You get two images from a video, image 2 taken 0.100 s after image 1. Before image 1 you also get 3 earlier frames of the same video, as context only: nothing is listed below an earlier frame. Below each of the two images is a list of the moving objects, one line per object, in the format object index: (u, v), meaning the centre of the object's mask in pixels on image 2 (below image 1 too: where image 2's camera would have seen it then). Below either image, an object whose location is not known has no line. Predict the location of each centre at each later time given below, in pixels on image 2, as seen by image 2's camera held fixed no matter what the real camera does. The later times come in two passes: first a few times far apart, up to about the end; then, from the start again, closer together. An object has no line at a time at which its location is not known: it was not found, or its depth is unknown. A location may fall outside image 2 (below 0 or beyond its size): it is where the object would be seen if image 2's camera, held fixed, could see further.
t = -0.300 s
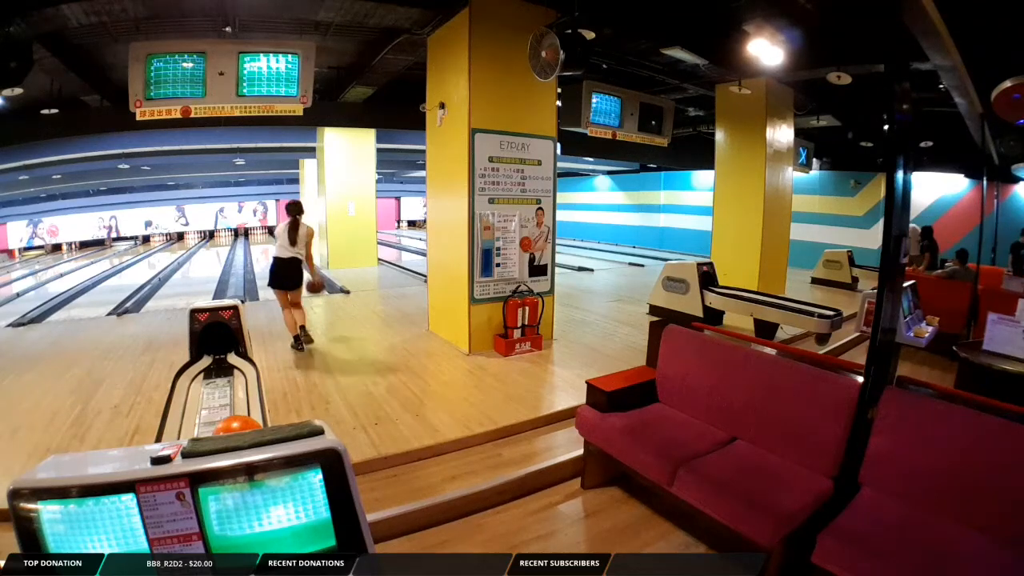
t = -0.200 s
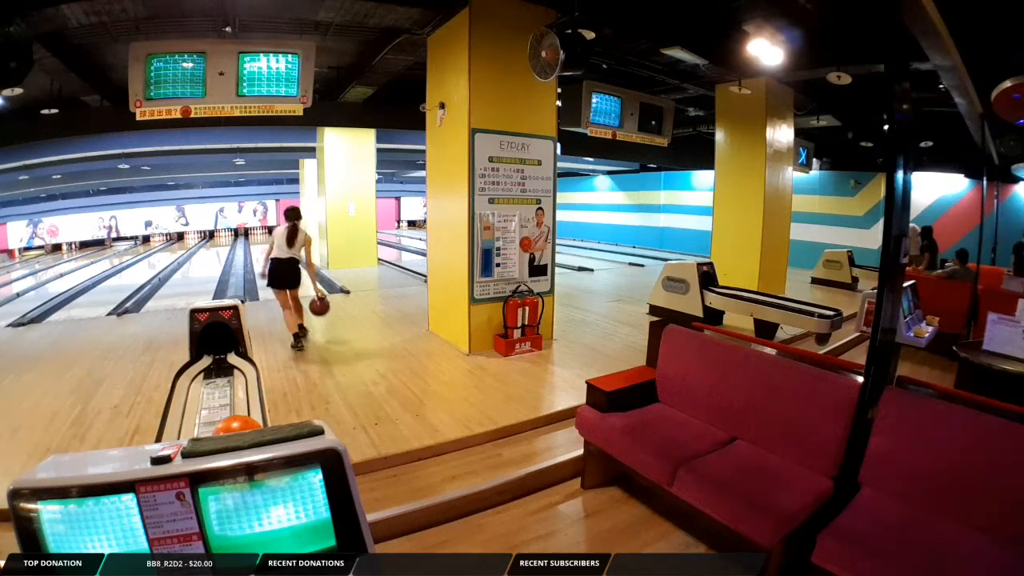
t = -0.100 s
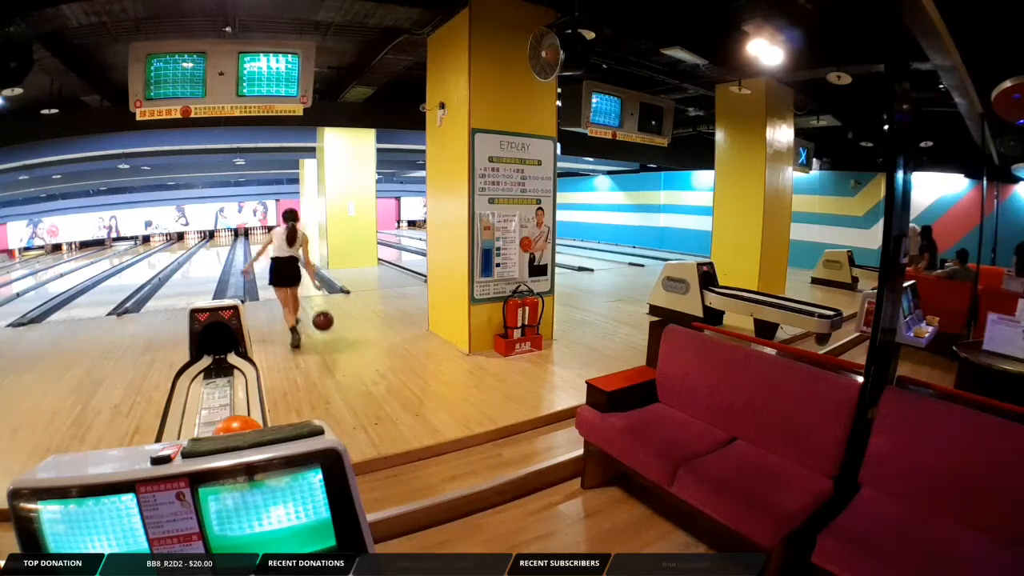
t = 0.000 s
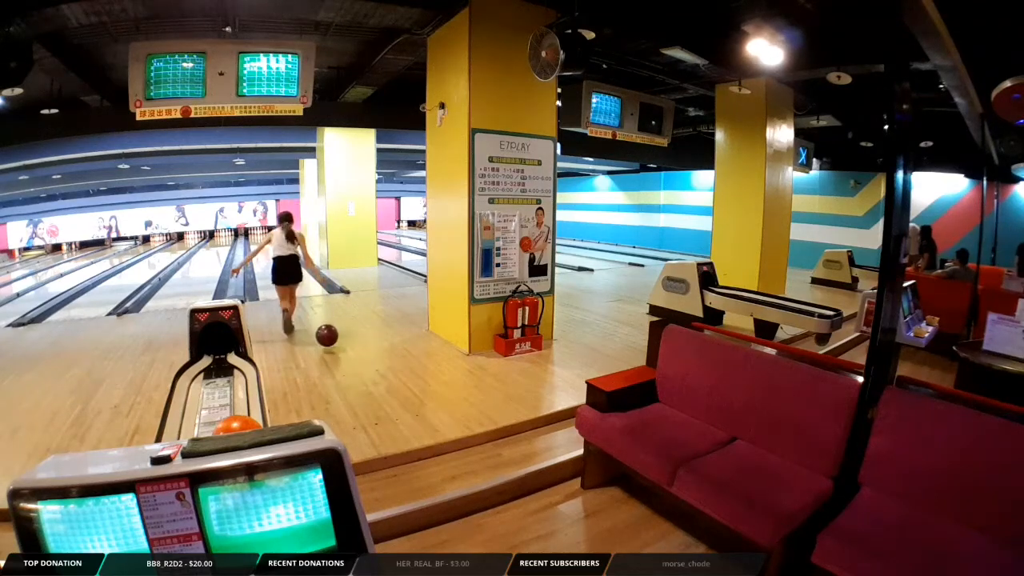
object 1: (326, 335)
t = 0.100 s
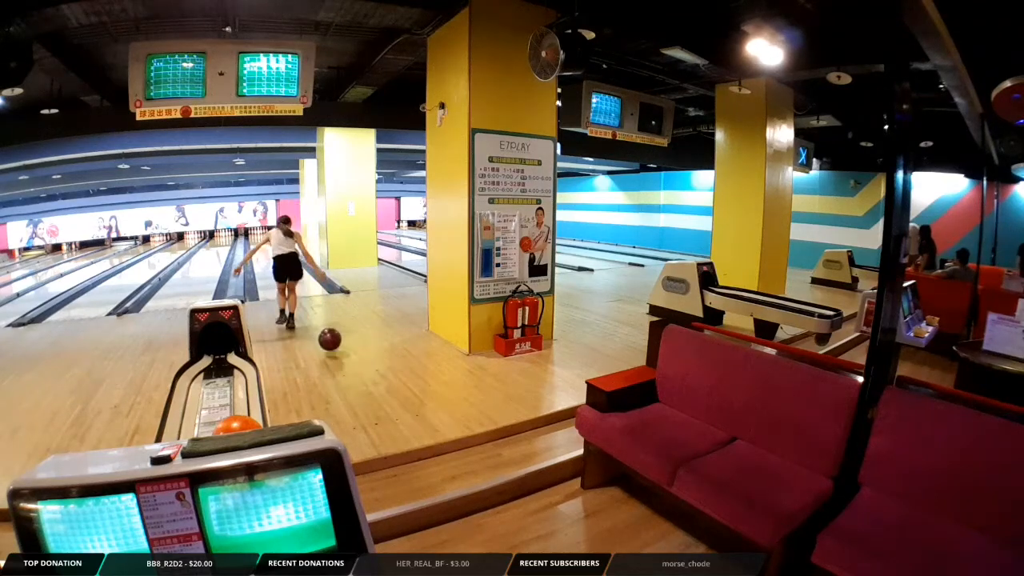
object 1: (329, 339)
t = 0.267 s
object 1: (335, 350)
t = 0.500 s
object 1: (343, 359)
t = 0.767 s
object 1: (354, 371)
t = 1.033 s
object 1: (366, 385)
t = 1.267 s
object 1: (380, 399)
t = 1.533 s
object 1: (398, 417)
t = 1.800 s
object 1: (421, 444)
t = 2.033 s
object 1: (445, 473)
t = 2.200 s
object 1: (465, 503)
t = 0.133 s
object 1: (331, 343)
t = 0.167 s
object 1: (332, 345)
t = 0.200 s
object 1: (333, 347)
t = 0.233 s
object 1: (334, 348)
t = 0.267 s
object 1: (335, 350)
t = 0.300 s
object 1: (336, 351)
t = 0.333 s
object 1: (337, 352)
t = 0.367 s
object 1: (338, 354)
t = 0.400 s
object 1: (339, 355)
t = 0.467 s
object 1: (341, 356)
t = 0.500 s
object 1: (343, 359)
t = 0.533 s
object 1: (344, 361)
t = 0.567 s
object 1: (346, 362)
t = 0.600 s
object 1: (347, 364)
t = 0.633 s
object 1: (348, 365)
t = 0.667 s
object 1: (350, 366)
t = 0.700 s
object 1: (351, 368)
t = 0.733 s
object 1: (352, 369)
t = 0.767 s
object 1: (354, 371)
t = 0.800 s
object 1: (355, 373)
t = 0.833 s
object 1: (357, 374)
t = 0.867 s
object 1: (358, 376)
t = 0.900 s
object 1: (360, 378)
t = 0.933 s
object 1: (361, 379)
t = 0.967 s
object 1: (363, 381)
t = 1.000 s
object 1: (365, 383)
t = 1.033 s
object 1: (366, 385)
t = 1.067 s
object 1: (368, 387)
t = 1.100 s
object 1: (370, 388)
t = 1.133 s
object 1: (372, 391)
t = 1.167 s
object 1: (374, 392)
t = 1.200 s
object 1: (376, 395)
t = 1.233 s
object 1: (378, 396)
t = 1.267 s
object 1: (380, 399)
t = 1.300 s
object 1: (382, 401)
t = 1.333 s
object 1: (384, 403)
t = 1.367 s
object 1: (386, 406)
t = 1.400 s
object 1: (388, 408)
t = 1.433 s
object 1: (391, 410)
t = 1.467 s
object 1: (393, 412)
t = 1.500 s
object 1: (395, 415)
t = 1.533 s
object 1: (398, 417)
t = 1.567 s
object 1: (400, 420)
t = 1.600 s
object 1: (403, 422)
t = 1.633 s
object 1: (406, 425)
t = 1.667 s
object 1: (408, 428)
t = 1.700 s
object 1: (411, 430)
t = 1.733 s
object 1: (414, 433)
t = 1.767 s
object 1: (417, 438)
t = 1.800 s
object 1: (421, 444)
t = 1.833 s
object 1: (424, 453)
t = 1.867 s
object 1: (428, 457)
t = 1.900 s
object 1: (430, 458)
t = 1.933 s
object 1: (434, 462)
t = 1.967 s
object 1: (437, 466)
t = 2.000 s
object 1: (441, 470)
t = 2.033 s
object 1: (445, 473)
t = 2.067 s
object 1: (449, 478)
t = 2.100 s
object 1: (452, 482)
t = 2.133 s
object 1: (456, 487)
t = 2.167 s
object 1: (460, 493)
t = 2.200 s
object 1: (465, 503)
